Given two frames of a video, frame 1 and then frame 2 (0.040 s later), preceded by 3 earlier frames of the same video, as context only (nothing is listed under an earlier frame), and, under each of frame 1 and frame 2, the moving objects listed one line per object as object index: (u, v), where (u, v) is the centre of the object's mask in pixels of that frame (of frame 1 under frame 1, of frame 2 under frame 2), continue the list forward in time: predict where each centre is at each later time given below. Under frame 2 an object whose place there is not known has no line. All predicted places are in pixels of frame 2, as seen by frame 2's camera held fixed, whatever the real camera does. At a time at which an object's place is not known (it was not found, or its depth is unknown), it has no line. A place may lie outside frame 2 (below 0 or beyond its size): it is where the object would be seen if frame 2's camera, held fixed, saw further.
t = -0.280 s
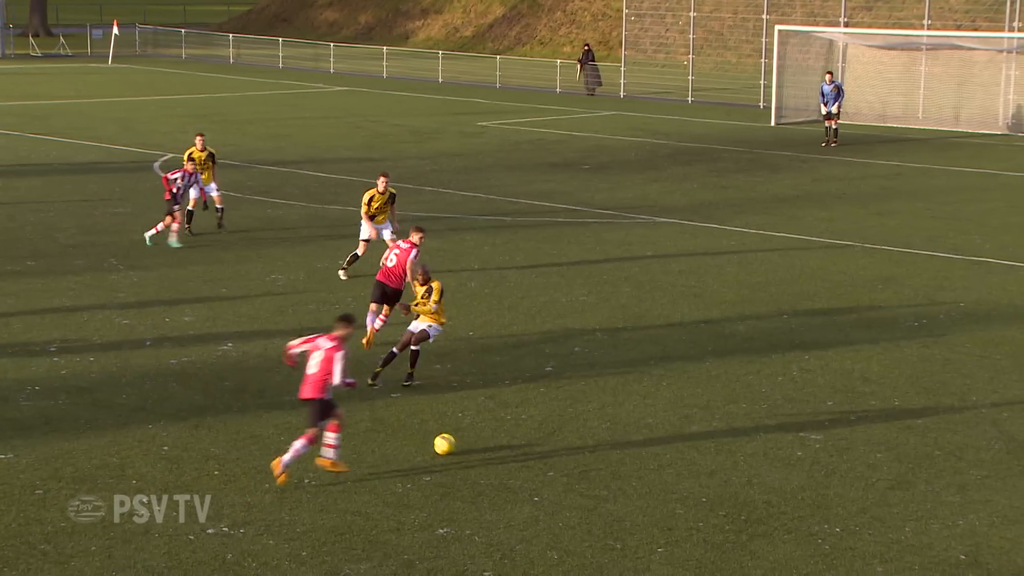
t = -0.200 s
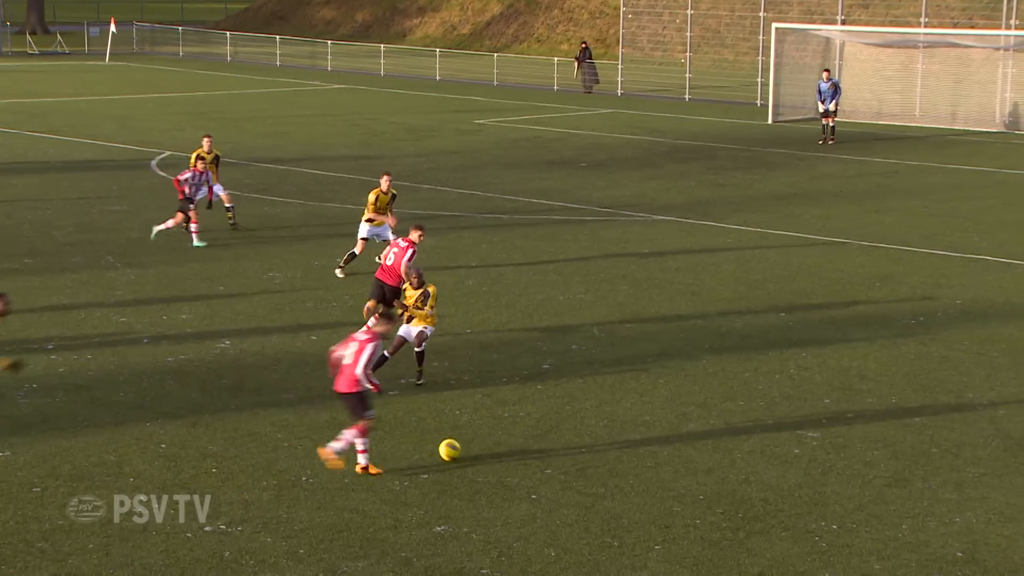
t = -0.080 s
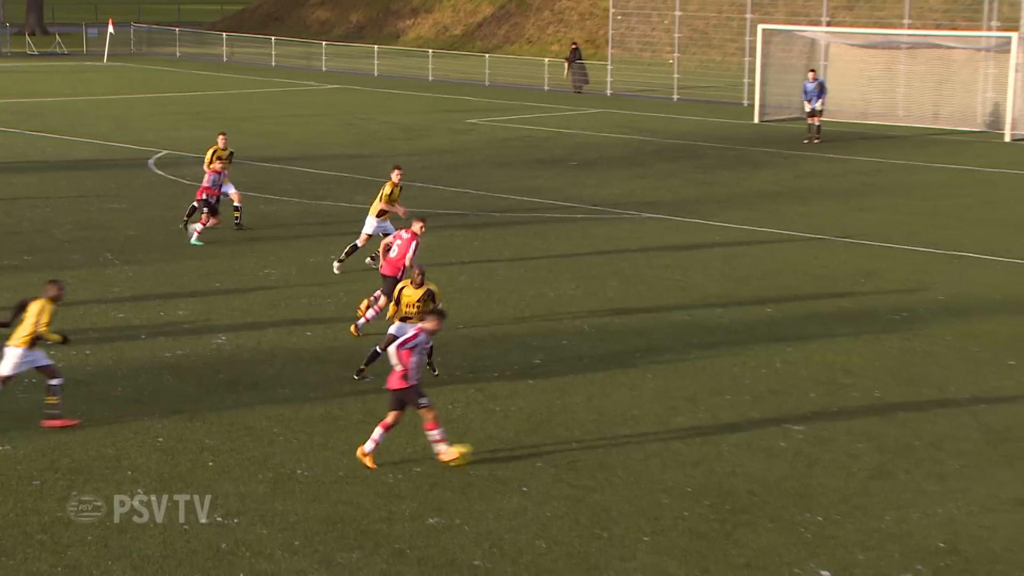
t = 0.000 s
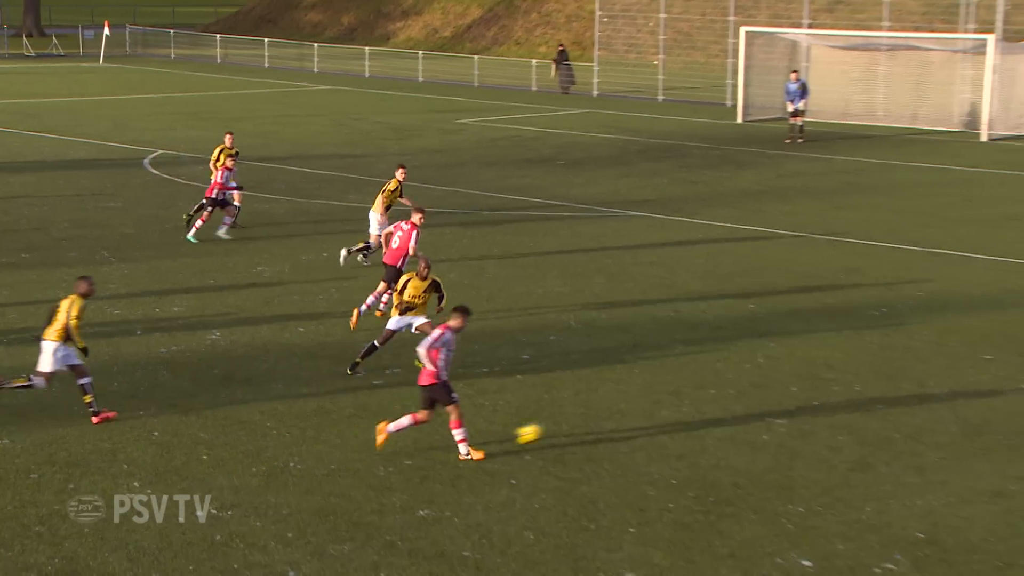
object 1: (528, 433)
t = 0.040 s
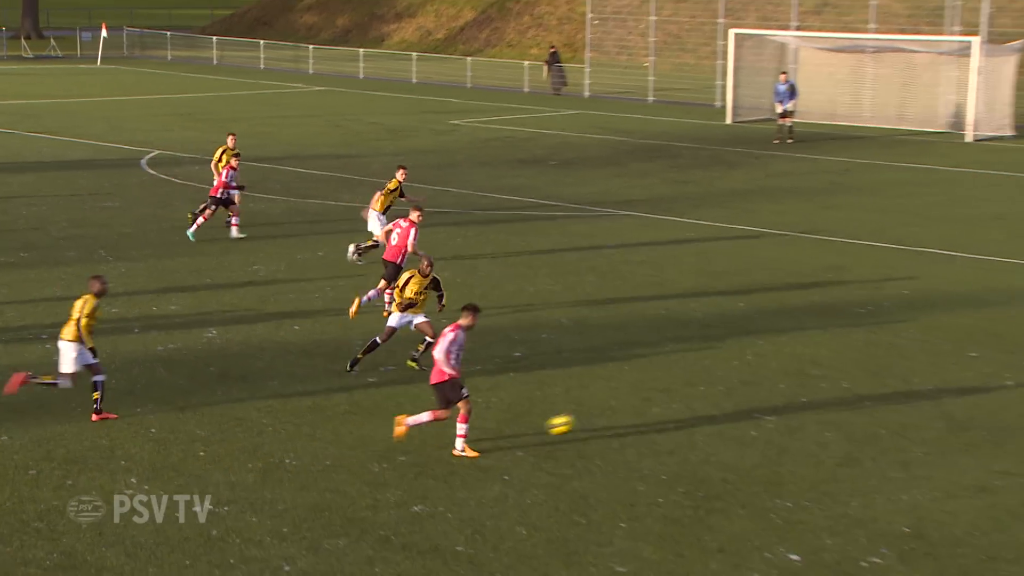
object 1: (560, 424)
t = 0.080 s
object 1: (598, 420)
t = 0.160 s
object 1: (672, 415)
